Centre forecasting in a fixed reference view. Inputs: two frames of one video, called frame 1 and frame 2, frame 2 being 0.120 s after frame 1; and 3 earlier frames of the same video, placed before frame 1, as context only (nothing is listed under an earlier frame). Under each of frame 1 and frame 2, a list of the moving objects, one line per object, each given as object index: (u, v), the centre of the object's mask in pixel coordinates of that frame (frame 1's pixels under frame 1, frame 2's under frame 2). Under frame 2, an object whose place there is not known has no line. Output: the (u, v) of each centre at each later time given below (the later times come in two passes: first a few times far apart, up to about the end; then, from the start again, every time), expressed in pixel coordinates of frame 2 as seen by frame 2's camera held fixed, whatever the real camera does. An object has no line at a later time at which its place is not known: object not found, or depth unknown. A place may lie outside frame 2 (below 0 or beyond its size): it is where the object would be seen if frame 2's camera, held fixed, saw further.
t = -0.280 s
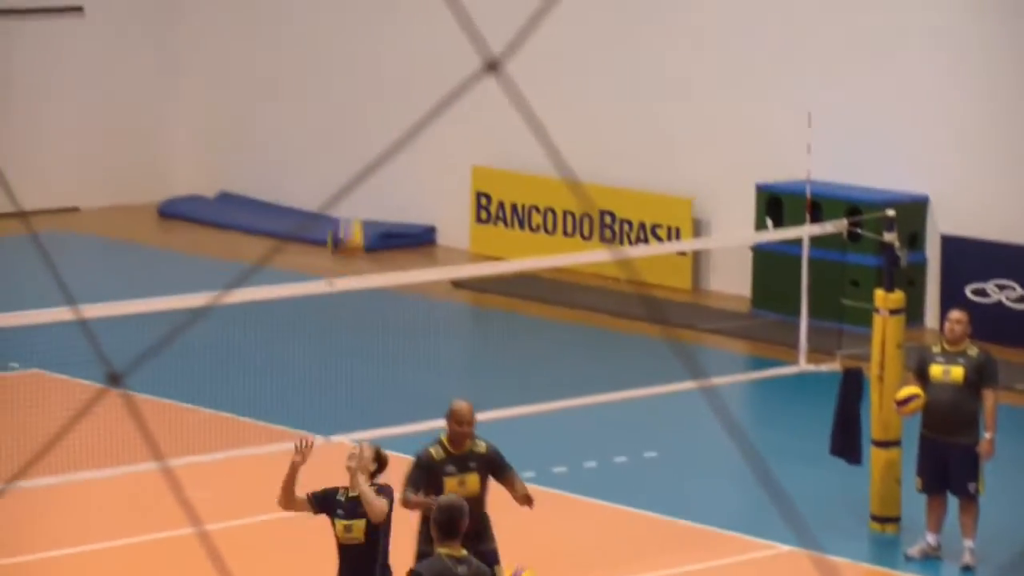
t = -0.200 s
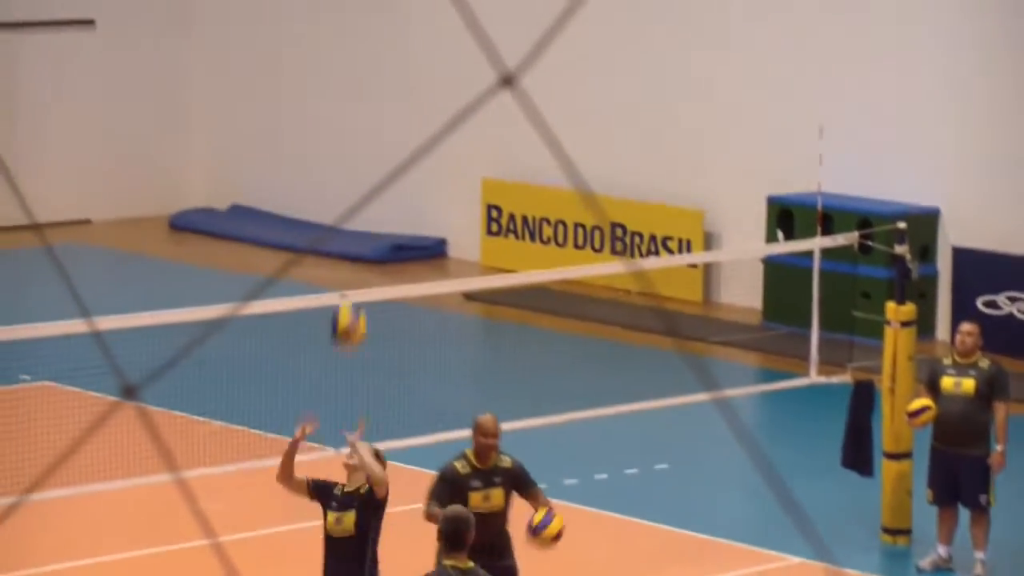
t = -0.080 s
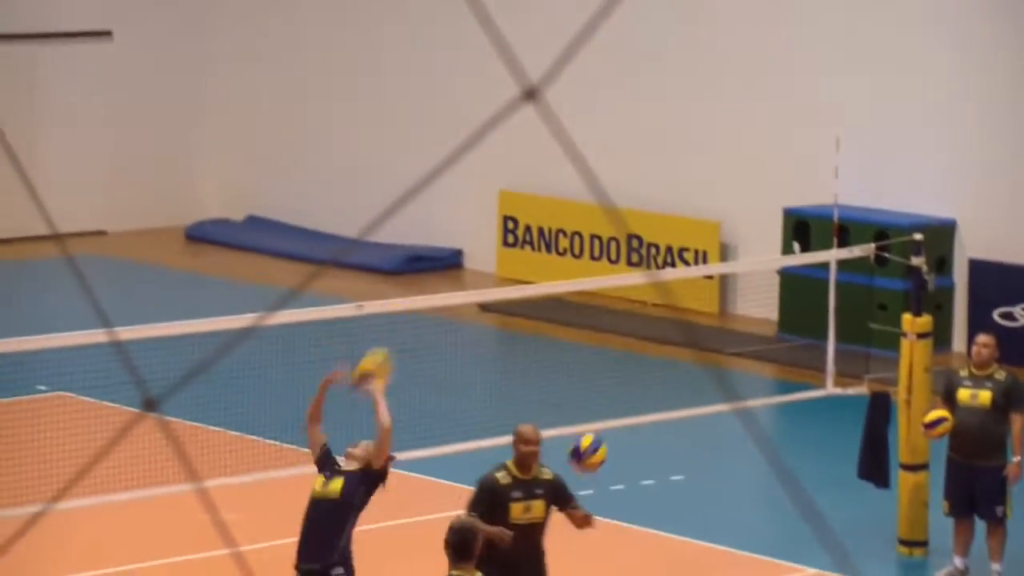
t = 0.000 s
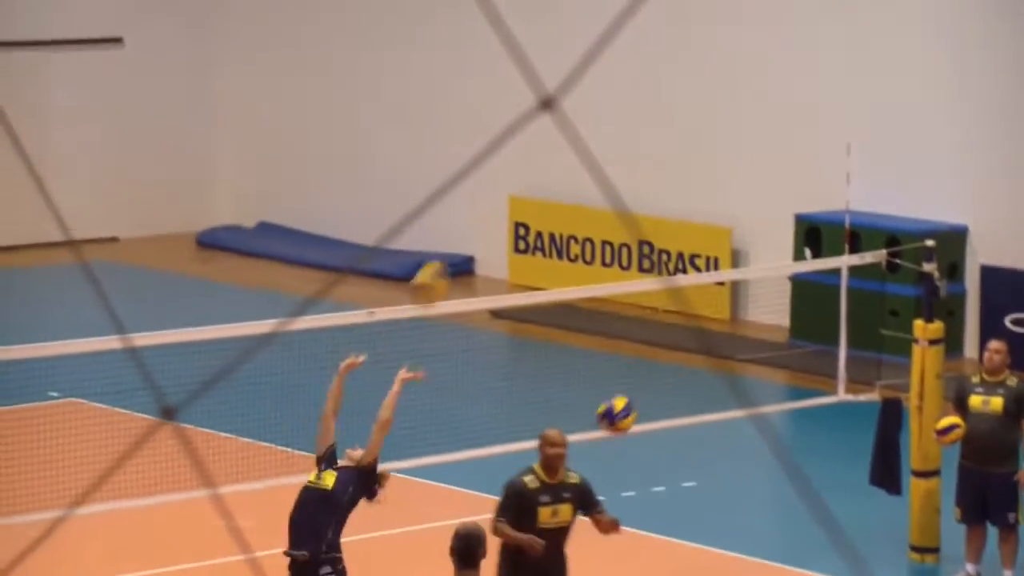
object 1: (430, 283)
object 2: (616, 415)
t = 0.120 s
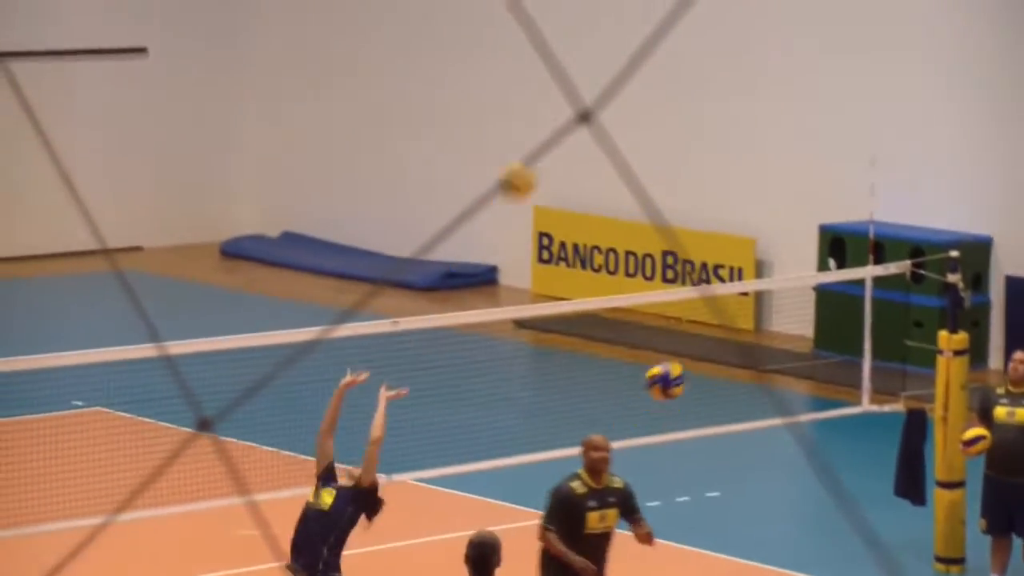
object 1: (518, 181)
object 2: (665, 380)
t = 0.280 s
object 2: (698, 359)
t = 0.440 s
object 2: (730, 382)
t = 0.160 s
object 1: (540, 149)
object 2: (674, 371)
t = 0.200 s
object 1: (561, 121)
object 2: (682, 364)
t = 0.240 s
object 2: (690, 360)
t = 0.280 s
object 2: (698, 359)
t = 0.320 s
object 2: (705, 361)
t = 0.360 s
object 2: (713, 365)
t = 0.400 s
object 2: (722, 373)
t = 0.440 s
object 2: (730, 382)
